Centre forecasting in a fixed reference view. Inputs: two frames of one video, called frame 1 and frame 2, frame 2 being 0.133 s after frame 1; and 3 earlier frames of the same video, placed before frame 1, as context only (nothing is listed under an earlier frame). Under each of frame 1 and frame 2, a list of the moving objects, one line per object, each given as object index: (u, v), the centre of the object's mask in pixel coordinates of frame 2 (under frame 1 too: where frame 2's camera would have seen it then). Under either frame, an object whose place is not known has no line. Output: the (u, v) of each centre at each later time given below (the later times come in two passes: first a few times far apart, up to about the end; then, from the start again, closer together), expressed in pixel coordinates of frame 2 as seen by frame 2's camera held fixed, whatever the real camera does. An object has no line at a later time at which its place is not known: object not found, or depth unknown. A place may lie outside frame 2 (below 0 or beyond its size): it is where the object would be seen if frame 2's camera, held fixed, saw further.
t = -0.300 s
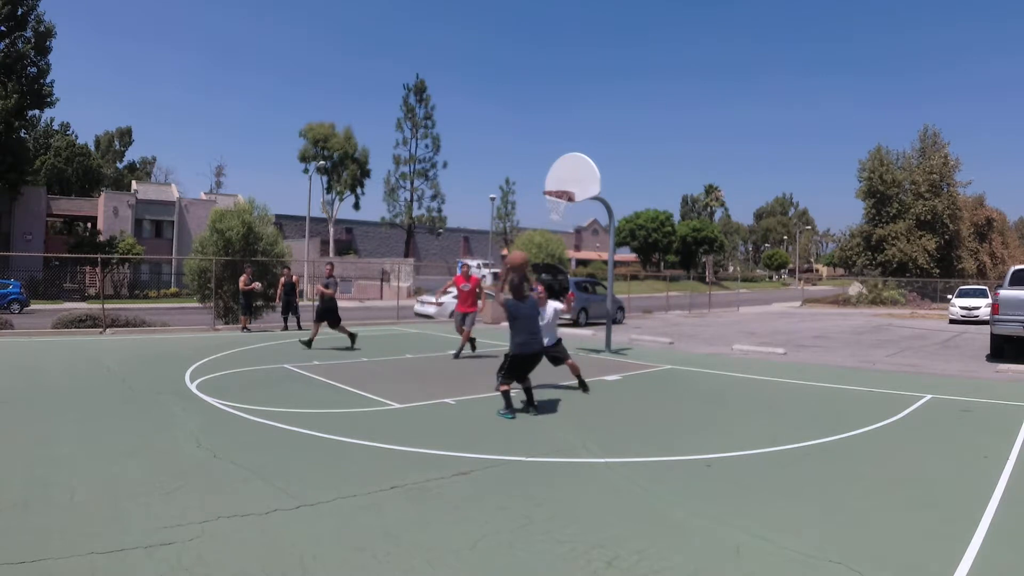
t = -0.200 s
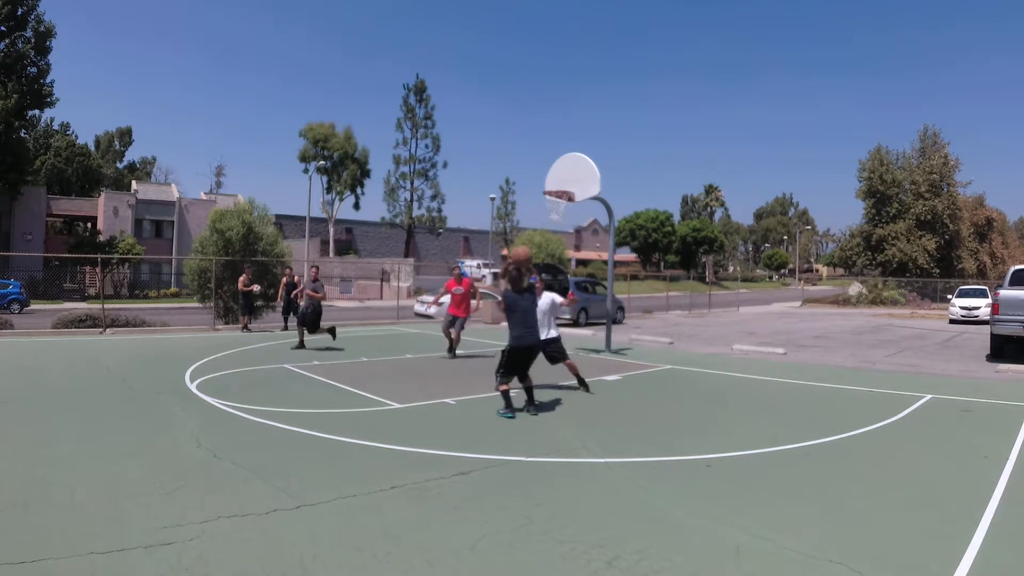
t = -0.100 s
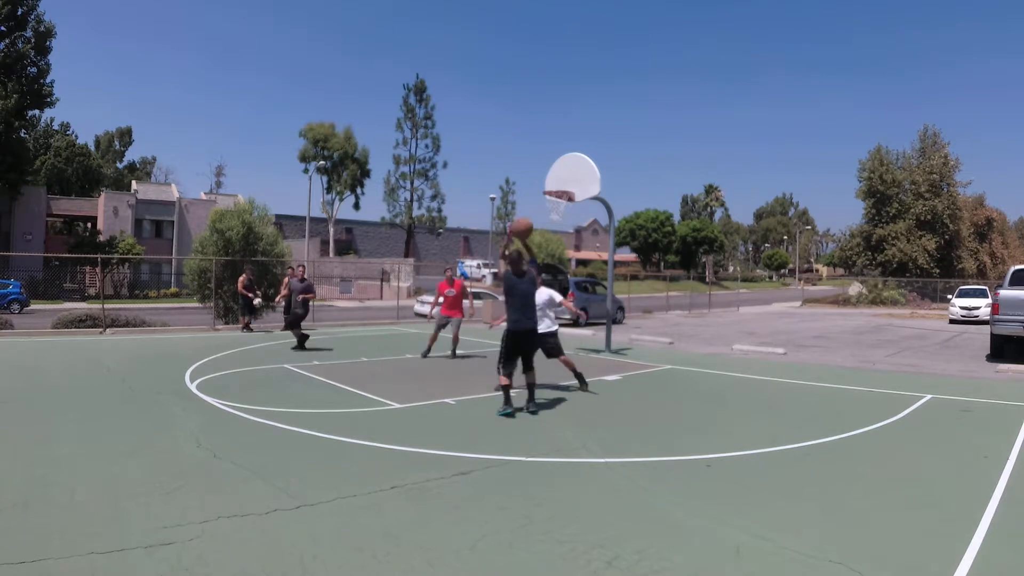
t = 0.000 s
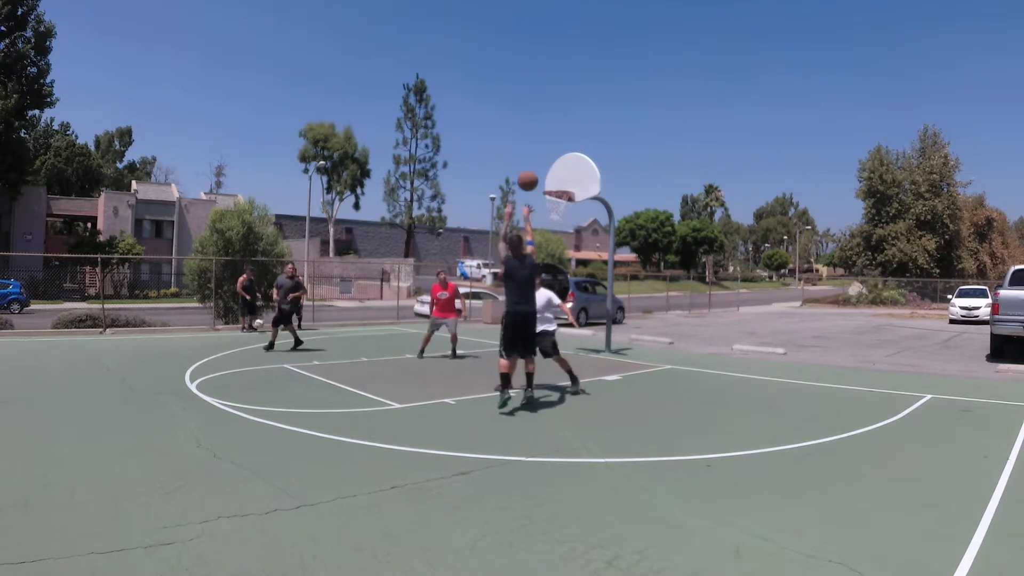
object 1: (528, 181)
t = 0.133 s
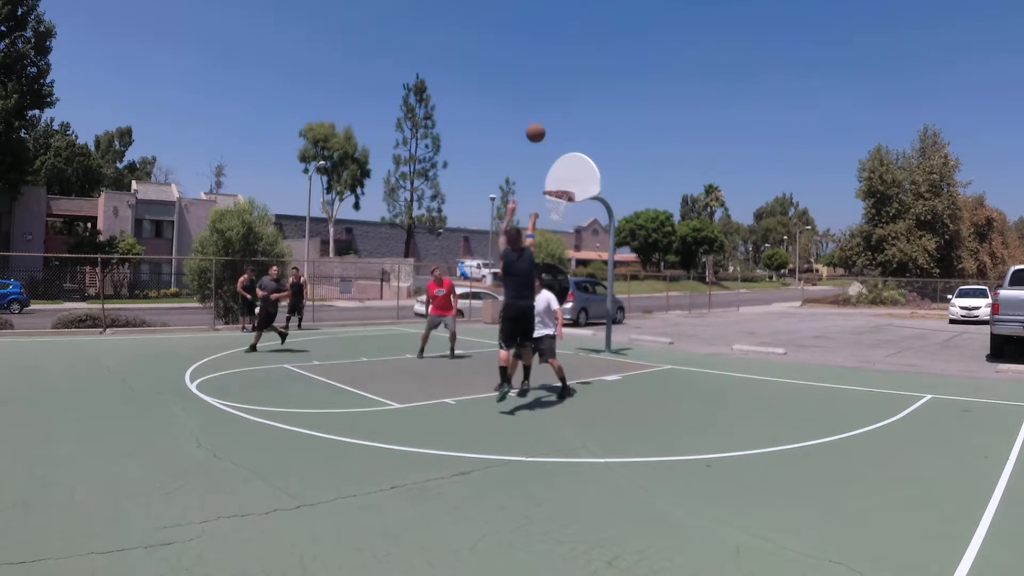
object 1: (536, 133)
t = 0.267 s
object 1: (543, 105)
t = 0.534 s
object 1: (554, 95)
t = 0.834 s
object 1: (564, 135)
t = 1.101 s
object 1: (581, 178)
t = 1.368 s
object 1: (637, 164)
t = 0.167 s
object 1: (538, 124)
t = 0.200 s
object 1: (539, 117)
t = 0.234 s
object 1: (541, 111)
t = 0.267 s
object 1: (543, 105)
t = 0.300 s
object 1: (544, 101)
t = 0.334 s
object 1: (546, 98)
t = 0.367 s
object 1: (547, 96)
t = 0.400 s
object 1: (548, 94)
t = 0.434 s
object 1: (550, 93)
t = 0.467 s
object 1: (551, 93)
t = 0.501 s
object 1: (553, 94)
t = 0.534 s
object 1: (554, 95)
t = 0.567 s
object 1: (555, 97)
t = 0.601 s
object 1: (556, 100)
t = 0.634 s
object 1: (558, 103)
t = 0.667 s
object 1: (559, 107)
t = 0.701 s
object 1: (560, 111)
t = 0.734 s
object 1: (561, 116)
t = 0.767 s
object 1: (562, 122)
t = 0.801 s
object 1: (563, 128)
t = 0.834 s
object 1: (564, 135)
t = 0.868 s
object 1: (565, 142)
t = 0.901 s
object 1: (566, 149)
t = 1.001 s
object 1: (569, 175)
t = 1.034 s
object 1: (569, 184)
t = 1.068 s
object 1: (574, 183)
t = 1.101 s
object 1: (581, 178)
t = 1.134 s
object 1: (588, 174)
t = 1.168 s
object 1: (595, 171)
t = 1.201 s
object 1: (602, 169)
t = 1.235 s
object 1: (609, 167)
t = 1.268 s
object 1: (616, 165)
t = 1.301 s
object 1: (623, 164)
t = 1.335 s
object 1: (629, 164)
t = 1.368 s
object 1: (637, 164)
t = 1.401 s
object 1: (643, 166)
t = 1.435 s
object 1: (651, 167)
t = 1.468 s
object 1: (658, 170)
